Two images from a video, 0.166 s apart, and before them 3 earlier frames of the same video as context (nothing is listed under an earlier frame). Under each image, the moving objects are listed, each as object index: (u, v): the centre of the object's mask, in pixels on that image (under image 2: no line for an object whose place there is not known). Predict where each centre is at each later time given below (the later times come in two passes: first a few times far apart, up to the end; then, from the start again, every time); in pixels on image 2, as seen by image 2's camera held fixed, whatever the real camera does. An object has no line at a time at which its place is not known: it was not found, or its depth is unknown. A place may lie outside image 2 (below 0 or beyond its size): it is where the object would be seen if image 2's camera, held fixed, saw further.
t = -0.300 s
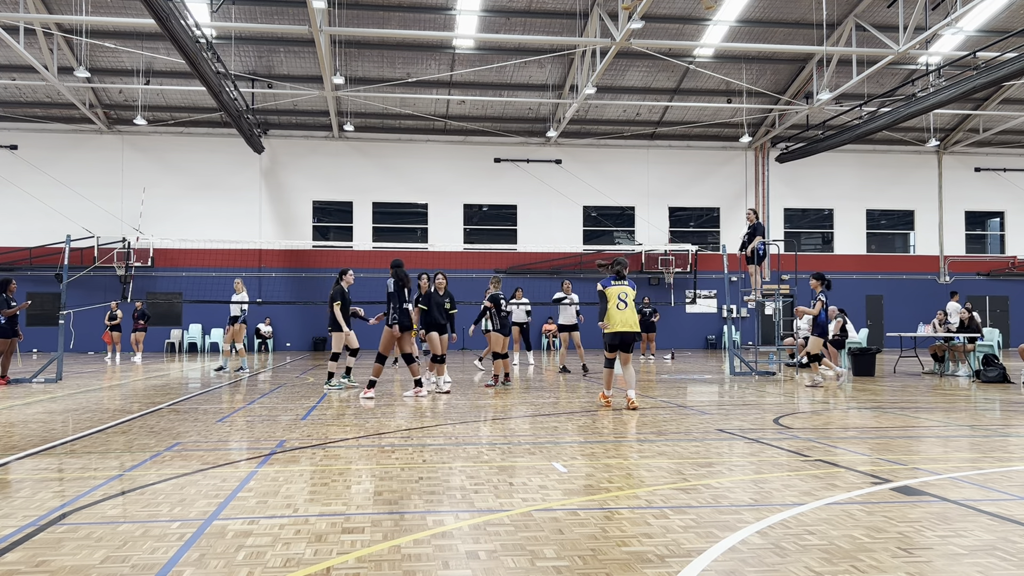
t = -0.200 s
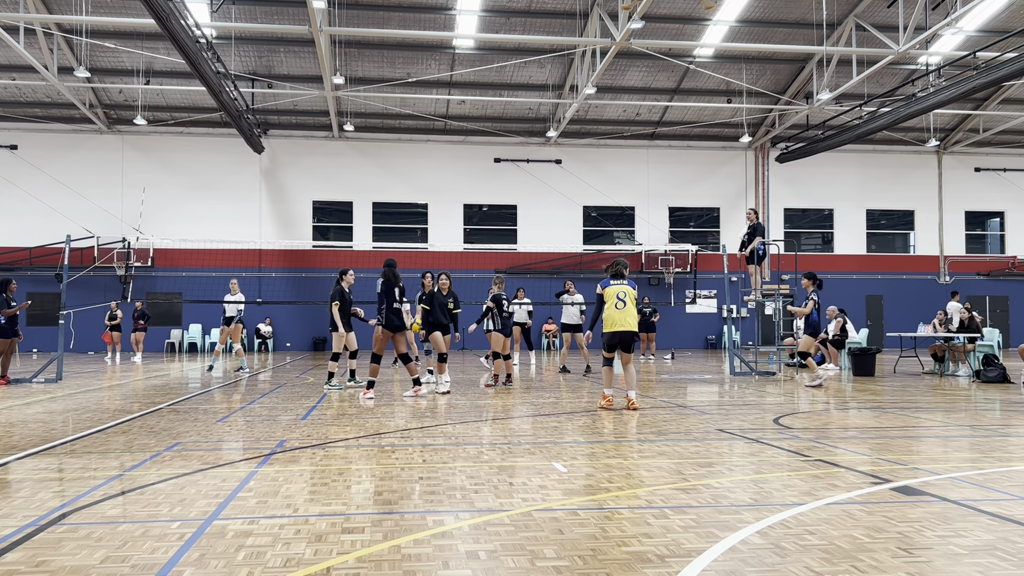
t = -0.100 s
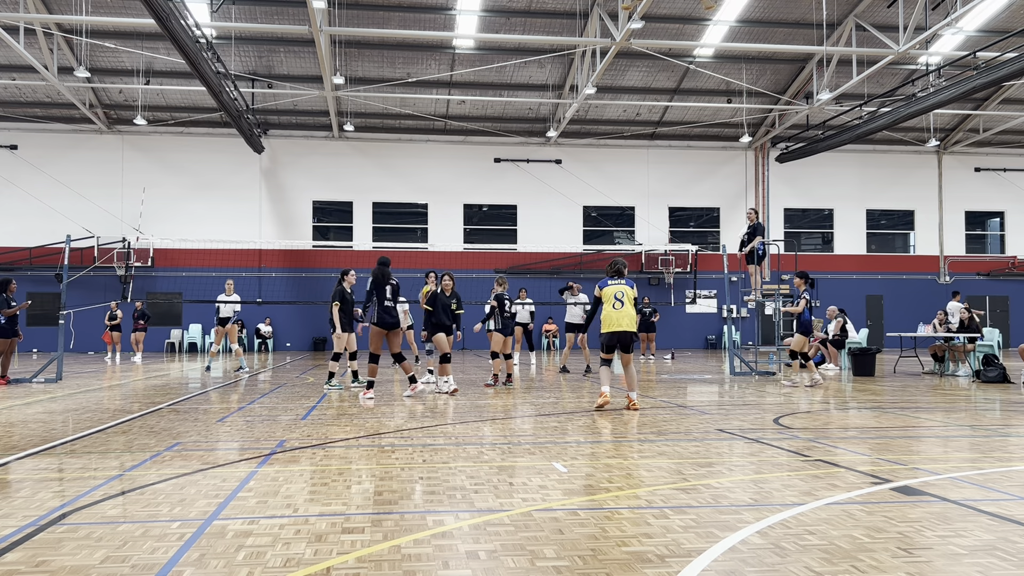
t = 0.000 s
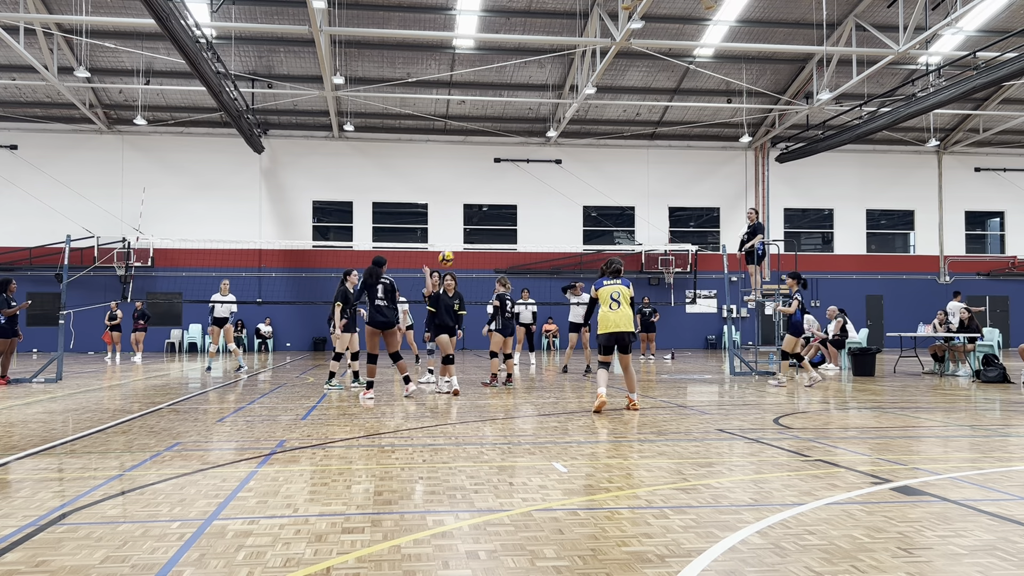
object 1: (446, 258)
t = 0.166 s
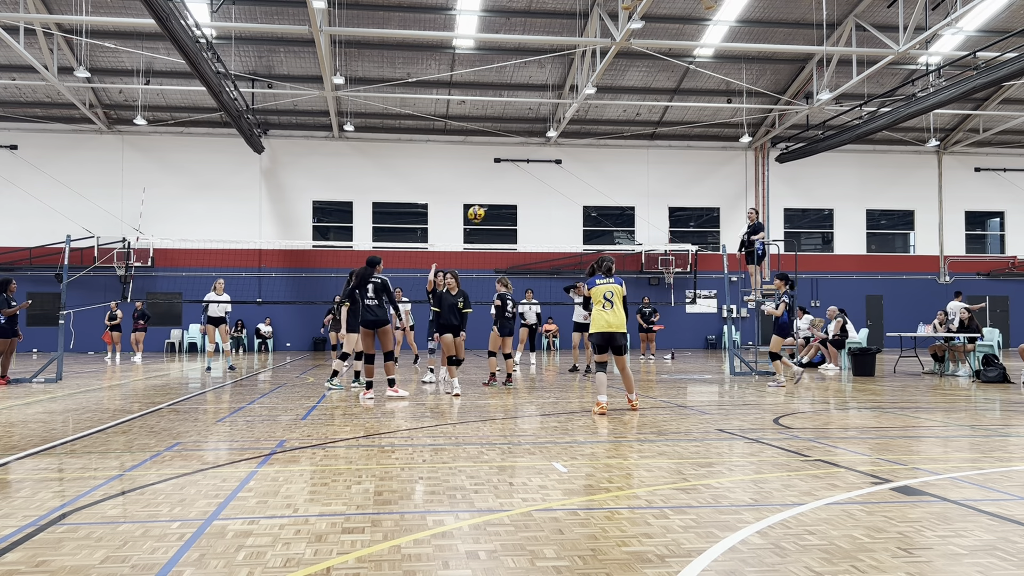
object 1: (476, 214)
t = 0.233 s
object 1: (489, 201)
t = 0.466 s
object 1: (538, 179)
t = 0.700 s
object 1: (595, 203)
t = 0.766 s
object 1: (613, 218)
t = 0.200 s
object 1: (482, 208)
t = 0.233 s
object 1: (489, 201)
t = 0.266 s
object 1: (495, 196)
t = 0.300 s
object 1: (502, 191)
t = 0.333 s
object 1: (509, 187)
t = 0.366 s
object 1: (516, 183)
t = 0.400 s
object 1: (524, 181)
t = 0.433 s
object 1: (531, 180)
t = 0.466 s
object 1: (538, 179)
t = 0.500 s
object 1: (546, 179)
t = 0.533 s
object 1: (554, 180)
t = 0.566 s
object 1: (562, 183)
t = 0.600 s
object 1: (570, 186)
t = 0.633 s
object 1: (578, 190)
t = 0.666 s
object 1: (586, 196)
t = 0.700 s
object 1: (595, 203)
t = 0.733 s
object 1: (604, 210)
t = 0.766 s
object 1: (613, 218)
